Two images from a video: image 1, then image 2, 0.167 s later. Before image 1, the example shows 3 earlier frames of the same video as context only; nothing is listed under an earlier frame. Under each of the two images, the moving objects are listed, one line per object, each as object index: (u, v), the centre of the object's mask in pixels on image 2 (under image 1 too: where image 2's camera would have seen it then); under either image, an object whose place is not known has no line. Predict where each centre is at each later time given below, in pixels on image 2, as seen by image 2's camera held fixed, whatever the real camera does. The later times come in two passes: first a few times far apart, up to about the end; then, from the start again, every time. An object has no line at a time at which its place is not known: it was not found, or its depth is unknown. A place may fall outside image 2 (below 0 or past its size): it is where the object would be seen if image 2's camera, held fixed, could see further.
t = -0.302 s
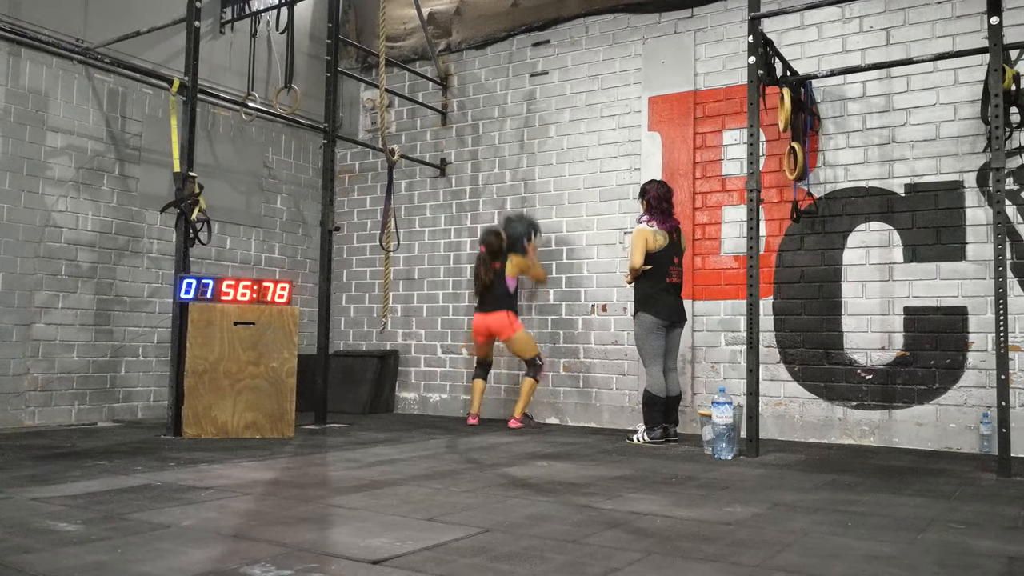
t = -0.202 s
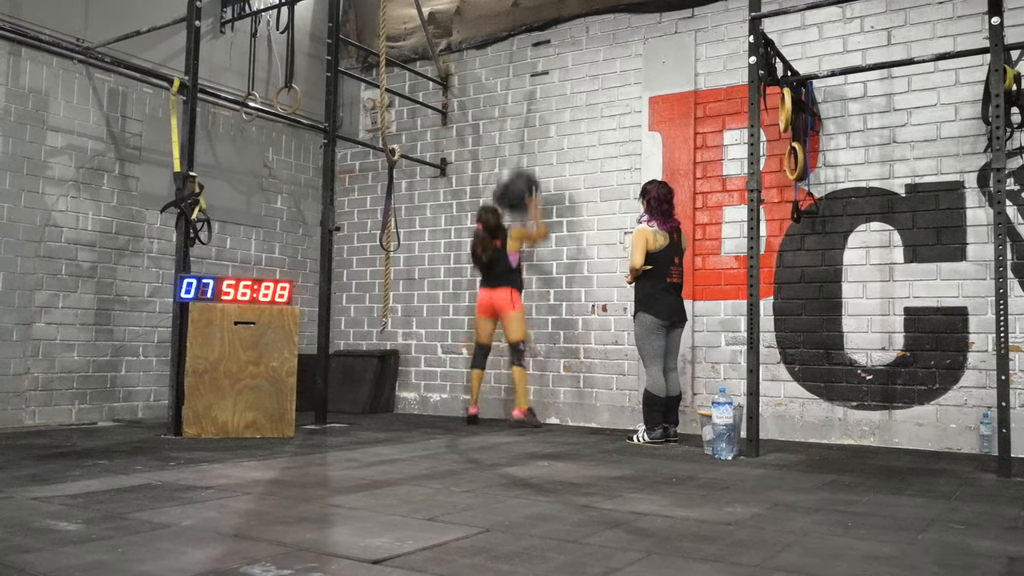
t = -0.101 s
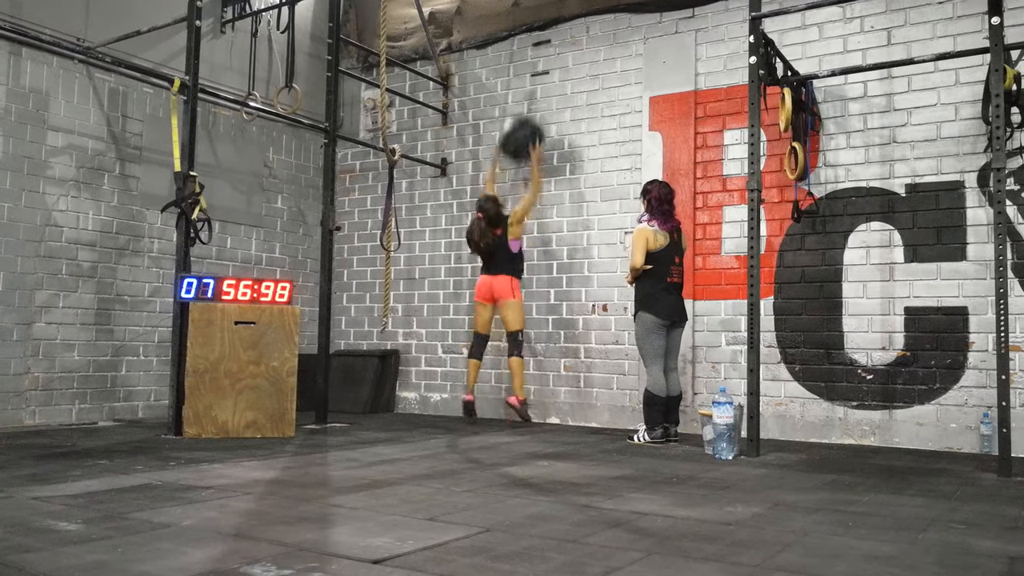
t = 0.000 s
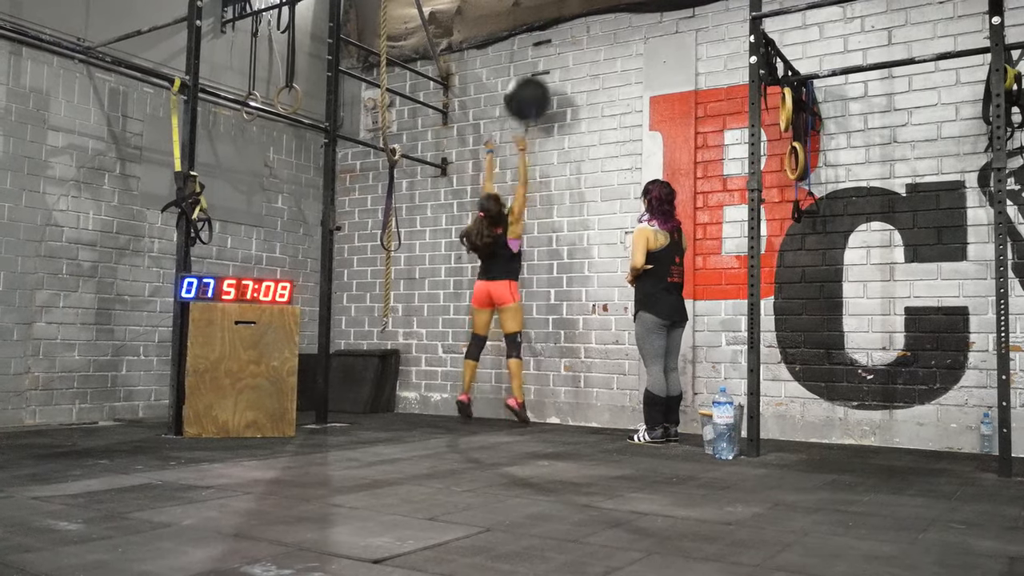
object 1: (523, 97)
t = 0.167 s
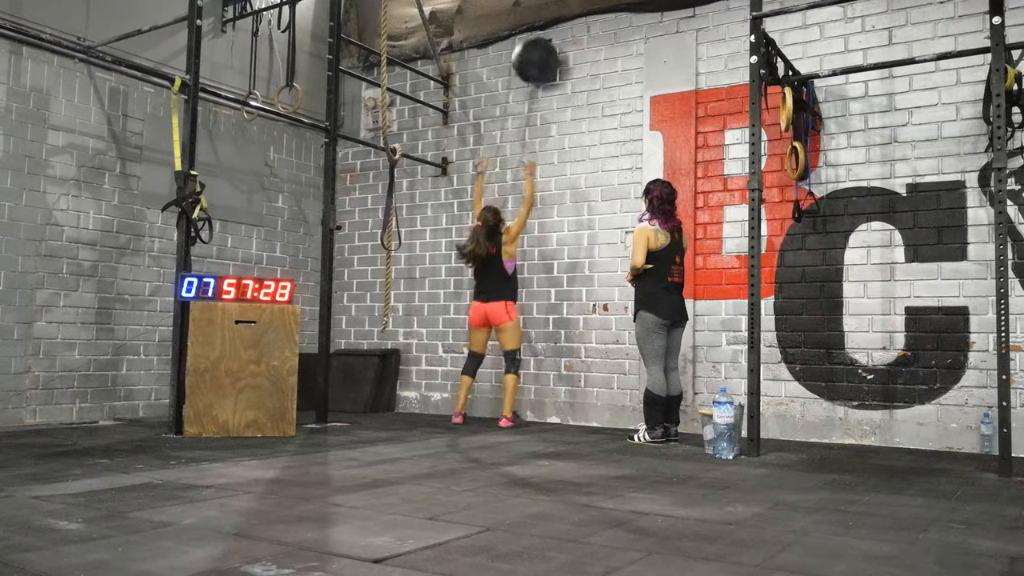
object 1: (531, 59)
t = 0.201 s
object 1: (528, 55)
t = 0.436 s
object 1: (518, 64)
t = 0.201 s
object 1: (528, 55)
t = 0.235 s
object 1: (527, 52)
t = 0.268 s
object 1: (525, 50)
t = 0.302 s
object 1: (524, 50)
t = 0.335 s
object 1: (523, 51)
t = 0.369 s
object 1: (521, 54)
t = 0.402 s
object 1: (520, 58)
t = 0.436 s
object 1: (518, 64)
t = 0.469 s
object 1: (521, 72)
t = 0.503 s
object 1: (514, 79)
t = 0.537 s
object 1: (512, 88)
